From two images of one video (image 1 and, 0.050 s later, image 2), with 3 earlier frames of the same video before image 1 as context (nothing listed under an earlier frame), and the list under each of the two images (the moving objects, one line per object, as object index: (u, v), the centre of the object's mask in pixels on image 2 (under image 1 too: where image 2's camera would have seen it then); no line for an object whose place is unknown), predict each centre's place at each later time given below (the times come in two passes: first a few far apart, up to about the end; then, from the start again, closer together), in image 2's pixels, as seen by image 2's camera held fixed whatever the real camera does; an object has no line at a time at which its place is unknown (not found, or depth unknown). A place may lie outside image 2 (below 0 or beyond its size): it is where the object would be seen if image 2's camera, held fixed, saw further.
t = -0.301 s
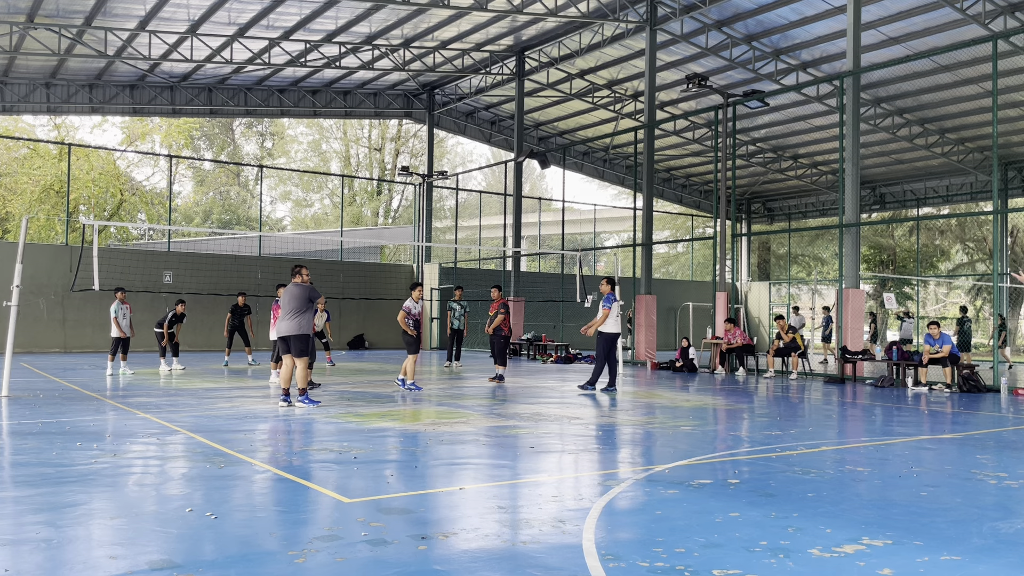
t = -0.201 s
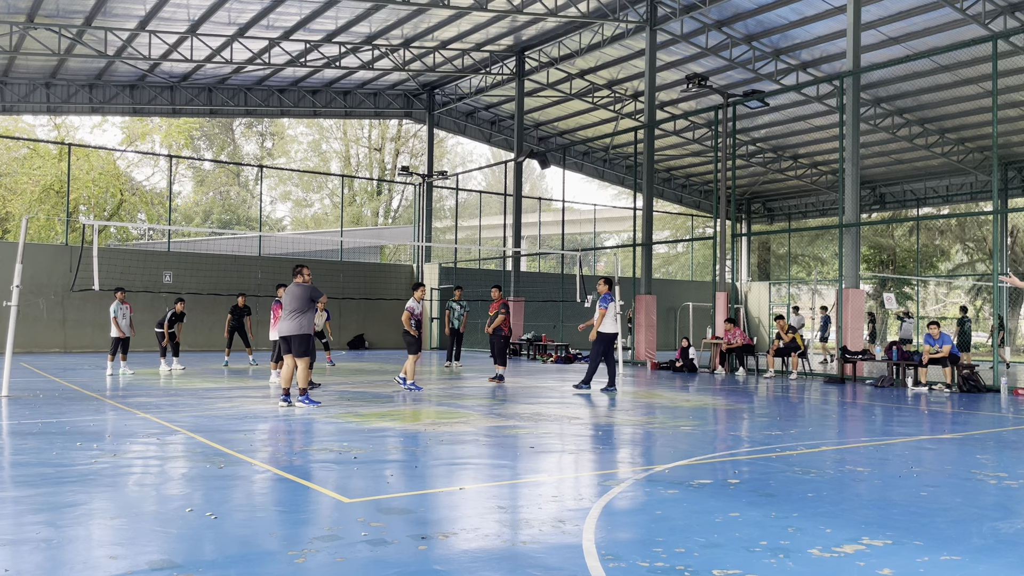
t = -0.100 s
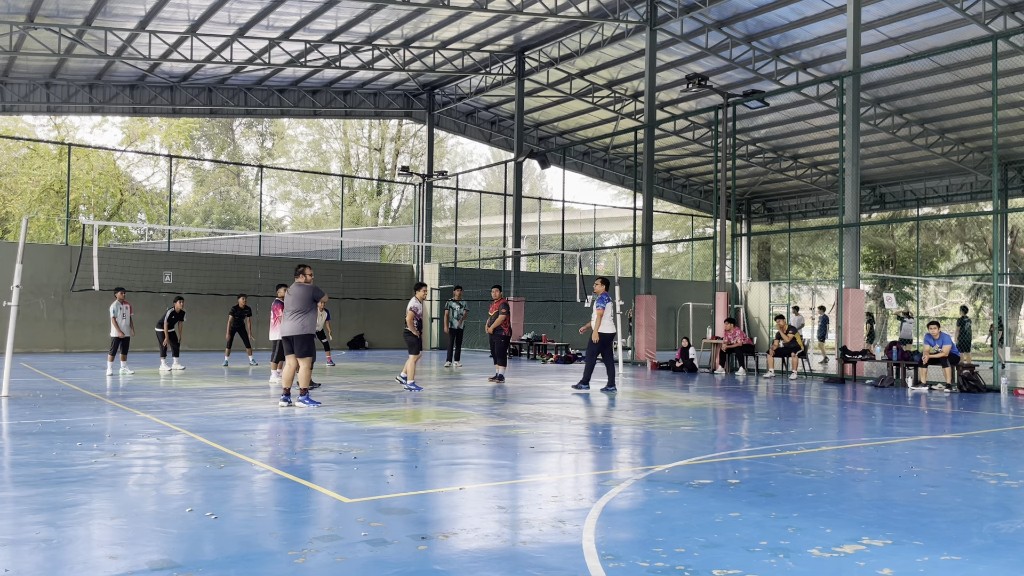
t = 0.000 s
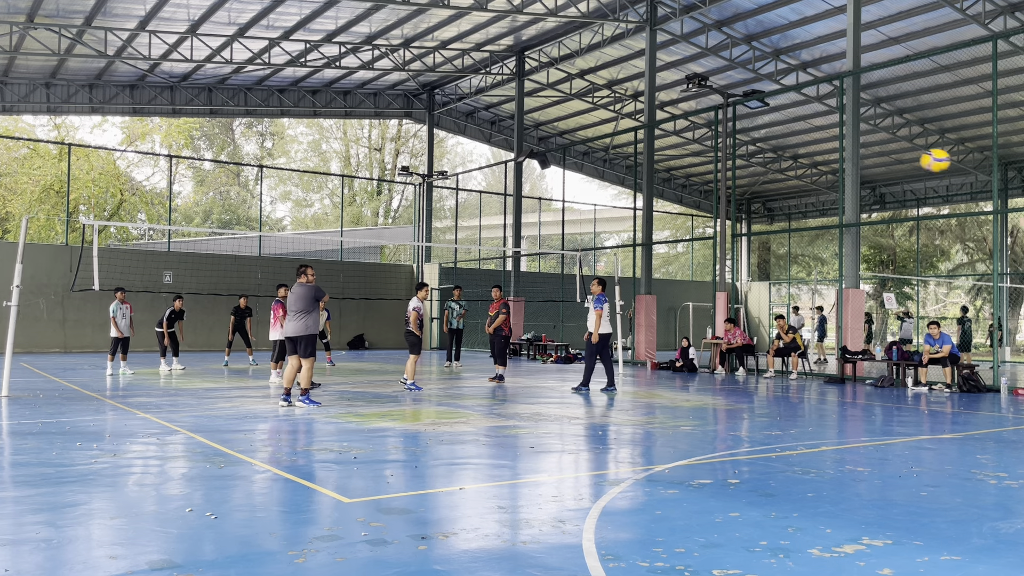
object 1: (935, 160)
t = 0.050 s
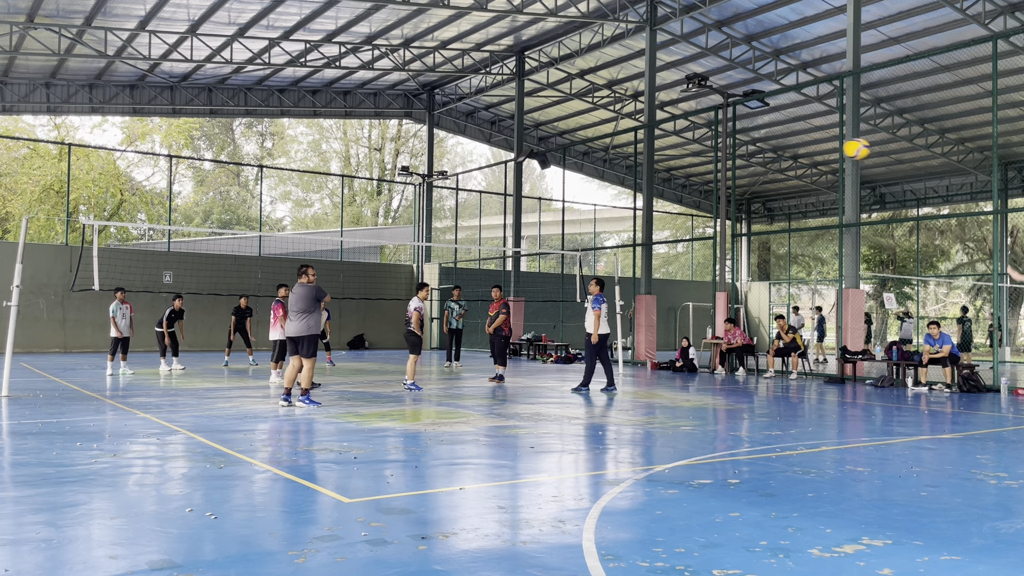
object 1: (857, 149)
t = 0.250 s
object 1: (622, 135)
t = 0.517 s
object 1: (427, 157)
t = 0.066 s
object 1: (832, 146)
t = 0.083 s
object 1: (809, 143)
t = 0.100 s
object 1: (787, 141)
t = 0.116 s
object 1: (765, 139)
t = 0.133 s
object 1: (745, 137)
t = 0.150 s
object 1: (726, 136)
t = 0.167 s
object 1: (707, 135)
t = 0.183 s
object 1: (689, 134)
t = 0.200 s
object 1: (671, 134)
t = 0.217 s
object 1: (654, 134)
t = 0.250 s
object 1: (622, 135)
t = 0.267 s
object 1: (607, 135)
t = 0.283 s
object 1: (592, 135)
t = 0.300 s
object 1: (578, 136)
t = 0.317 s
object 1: (564, 137)
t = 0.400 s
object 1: (502, 143)
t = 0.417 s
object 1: (490, 145)
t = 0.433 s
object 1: (479, 146)
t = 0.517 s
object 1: (427, 157)
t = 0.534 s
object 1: (417, 159)
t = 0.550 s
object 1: (408, 162)
